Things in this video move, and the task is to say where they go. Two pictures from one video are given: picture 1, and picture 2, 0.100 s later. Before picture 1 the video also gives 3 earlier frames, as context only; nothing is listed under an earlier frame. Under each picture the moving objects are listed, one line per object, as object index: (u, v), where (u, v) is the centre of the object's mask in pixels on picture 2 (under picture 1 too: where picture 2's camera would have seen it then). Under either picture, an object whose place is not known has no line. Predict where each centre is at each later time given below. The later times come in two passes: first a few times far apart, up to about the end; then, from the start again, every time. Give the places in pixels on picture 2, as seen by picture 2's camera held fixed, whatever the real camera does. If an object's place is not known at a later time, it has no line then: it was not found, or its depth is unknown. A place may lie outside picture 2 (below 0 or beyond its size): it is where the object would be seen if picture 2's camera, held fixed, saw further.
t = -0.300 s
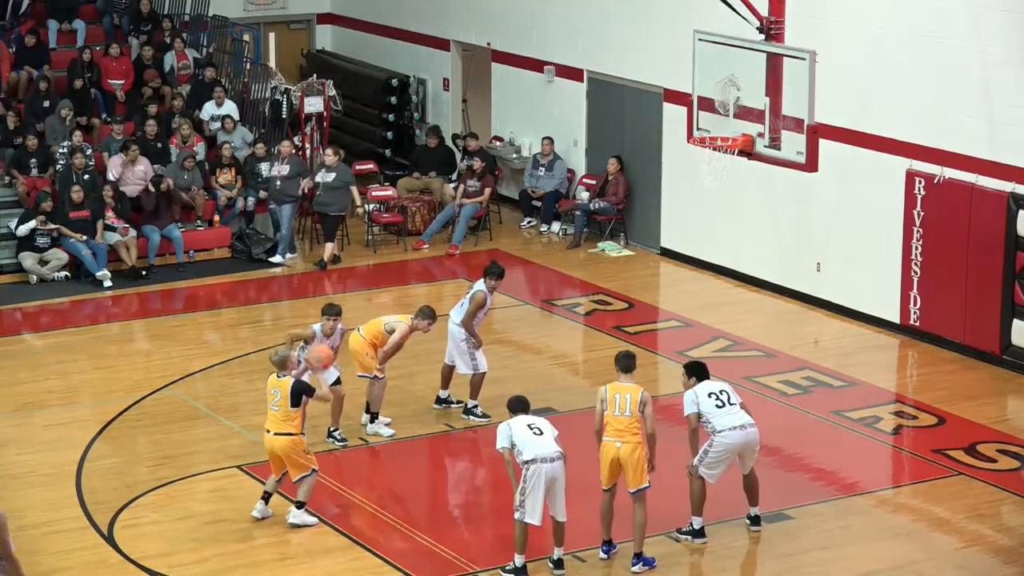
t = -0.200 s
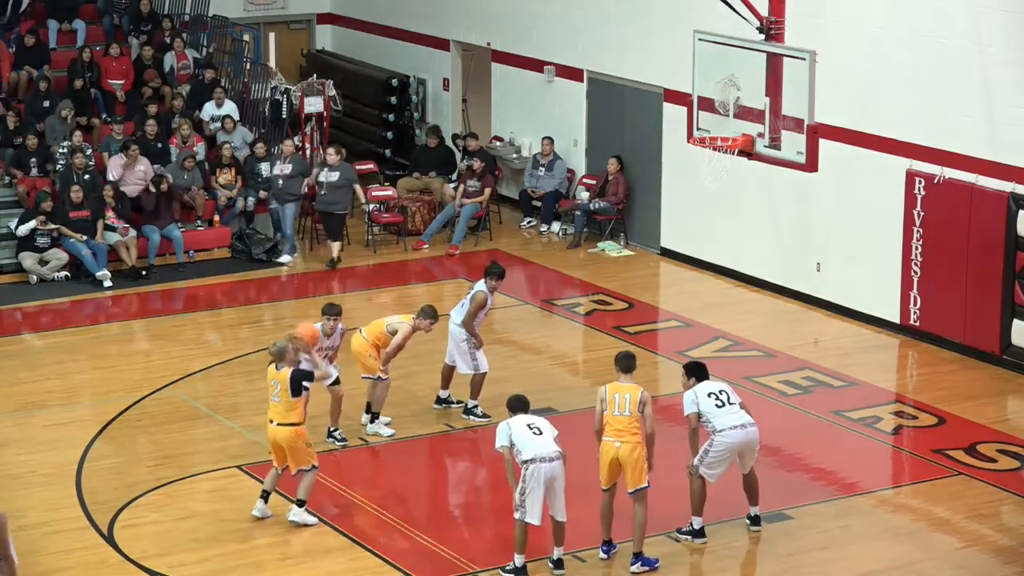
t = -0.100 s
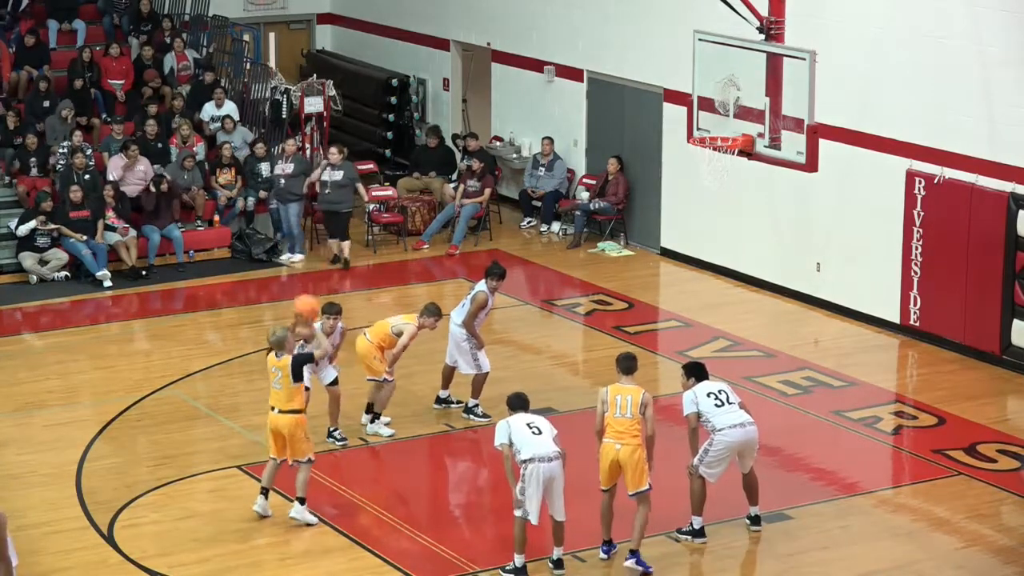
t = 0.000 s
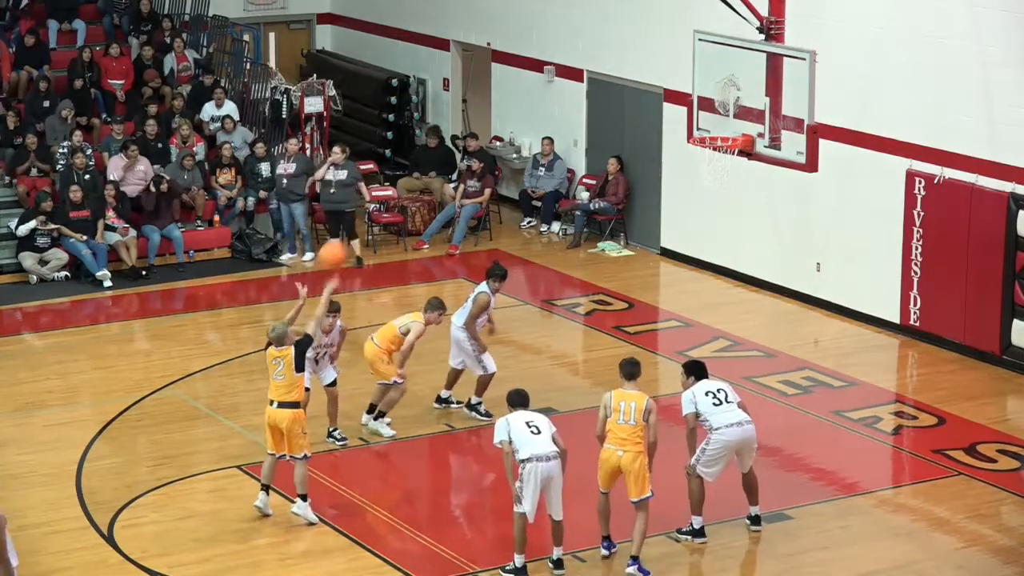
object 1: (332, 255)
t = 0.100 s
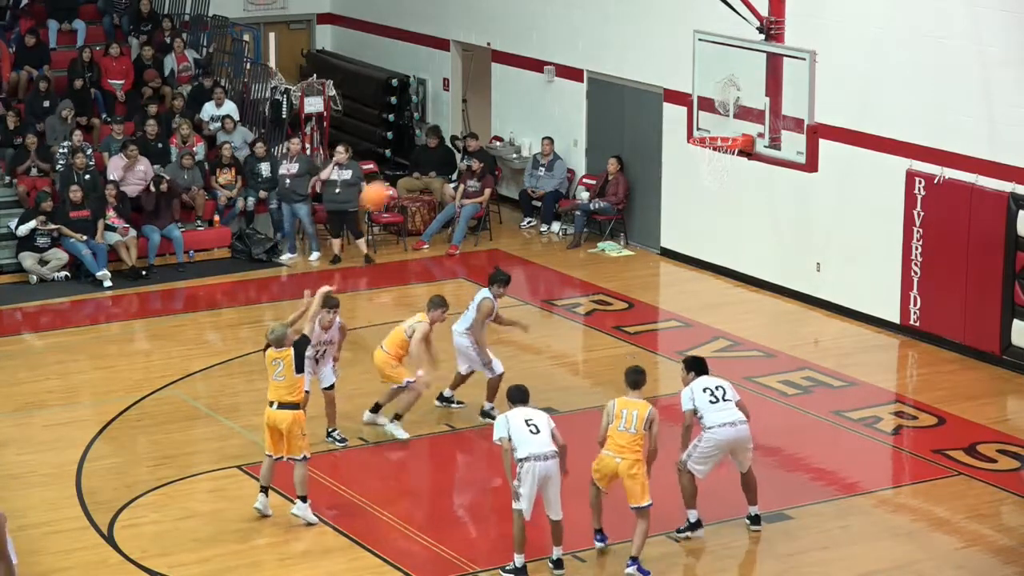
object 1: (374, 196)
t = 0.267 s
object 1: (445, 122)
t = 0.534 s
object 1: (554, 67)
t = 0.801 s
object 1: (655, 88)
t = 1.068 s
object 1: (728, 169)
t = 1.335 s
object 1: (709, 169)
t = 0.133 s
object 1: (390, 177)
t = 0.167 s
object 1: (403, 163)
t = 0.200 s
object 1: (417, 149)
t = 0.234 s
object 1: (432, 135)
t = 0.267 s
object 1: (445, 122)
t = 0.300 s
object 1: (460, 110)
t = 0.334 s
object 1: (473, 100)
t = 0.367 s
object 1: (487, 92)
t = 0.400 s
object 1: (500, 85)
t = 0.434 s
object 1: (514, 78)
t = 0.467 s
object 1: (528, 73)
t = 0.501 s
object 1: (541, 70)
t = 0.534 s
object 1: (554, 67)
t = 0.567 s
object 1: (567, 66)
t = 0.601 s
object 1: (580, 66)
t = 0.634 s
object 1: (593, 65)
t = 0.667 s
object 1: (606, 69)
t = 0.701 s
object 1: (619, 72)
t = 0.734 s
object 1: (631, 76)
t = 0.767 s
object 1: (644, 81)
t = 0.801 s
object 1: (655, 88)
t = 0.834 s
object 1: (668, 95)
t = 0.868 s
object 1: (679, 103)
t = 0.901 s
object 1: (691, 113)
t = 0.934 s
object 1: (702, 124)
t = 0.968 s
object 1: (715, 134)
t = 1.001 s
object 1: (720, 146)
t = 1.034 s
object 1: (725, 160)
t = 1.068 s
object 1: (728, 169)
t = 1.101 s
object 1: (727, 170)
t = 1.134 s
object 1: (726, 170)
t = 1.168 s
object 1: (723, 168)
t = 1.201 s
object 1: (720, 167)
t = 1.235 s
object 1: (717, 166)
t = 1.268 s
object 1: (714, 166)
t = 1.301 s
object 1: (711, 167)
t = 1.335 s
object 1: (709, 169)
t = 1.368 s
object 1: (706, 172)
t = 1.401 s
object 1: (704, 176)
